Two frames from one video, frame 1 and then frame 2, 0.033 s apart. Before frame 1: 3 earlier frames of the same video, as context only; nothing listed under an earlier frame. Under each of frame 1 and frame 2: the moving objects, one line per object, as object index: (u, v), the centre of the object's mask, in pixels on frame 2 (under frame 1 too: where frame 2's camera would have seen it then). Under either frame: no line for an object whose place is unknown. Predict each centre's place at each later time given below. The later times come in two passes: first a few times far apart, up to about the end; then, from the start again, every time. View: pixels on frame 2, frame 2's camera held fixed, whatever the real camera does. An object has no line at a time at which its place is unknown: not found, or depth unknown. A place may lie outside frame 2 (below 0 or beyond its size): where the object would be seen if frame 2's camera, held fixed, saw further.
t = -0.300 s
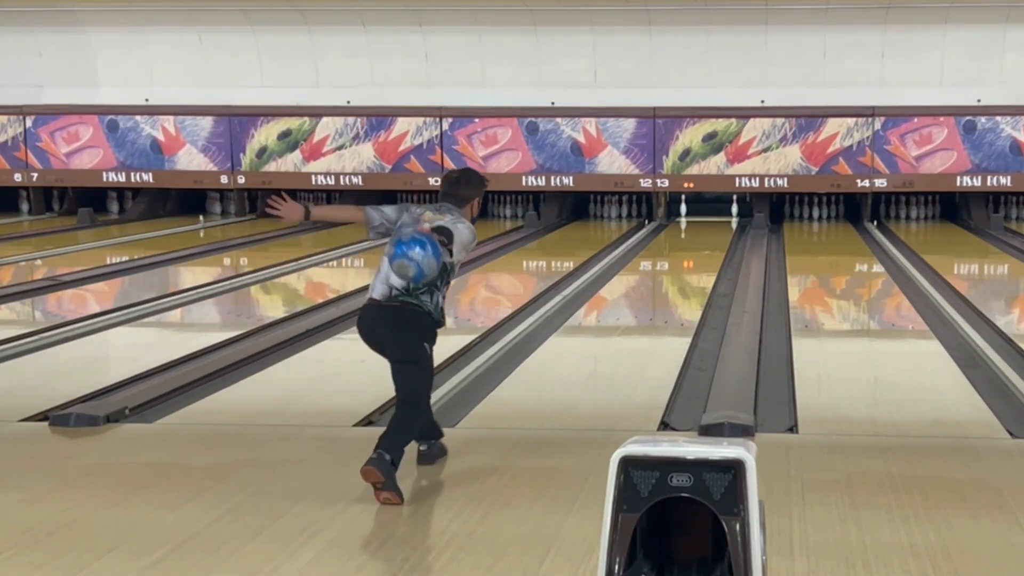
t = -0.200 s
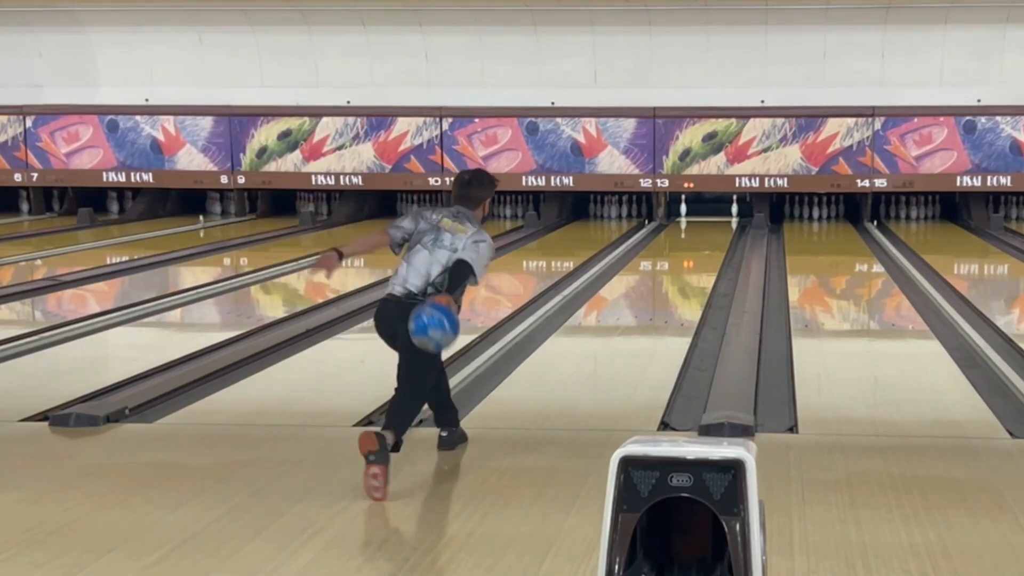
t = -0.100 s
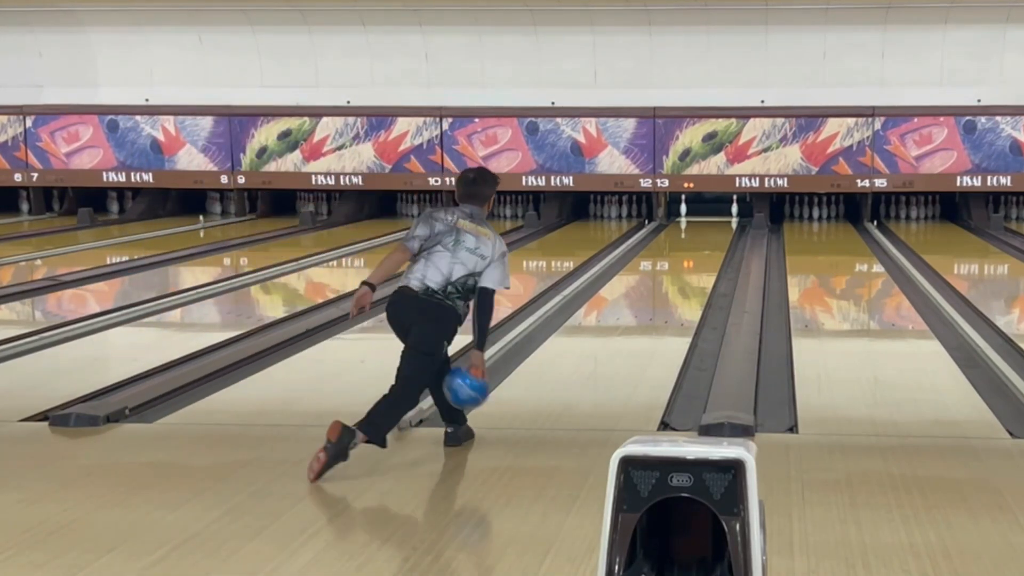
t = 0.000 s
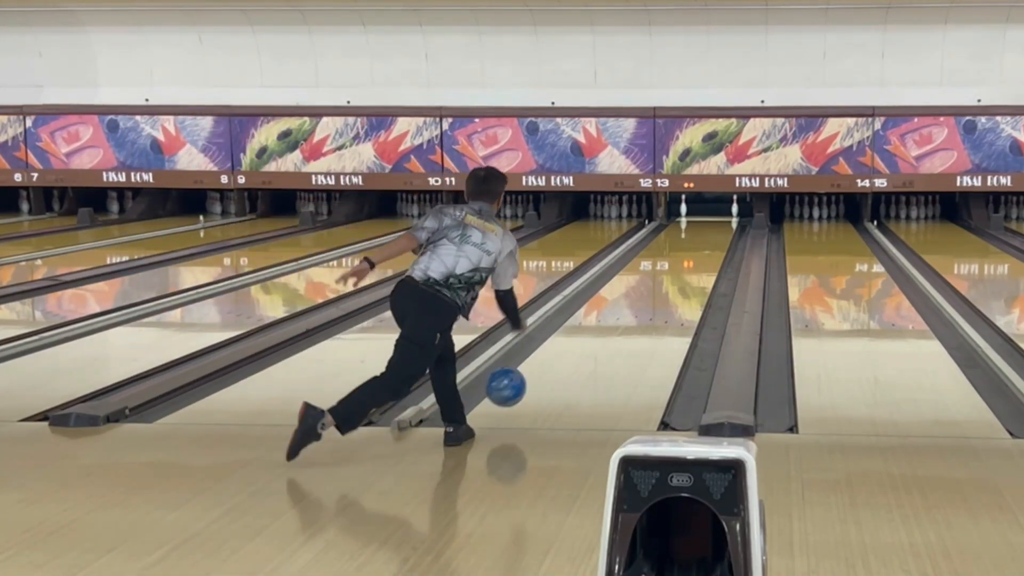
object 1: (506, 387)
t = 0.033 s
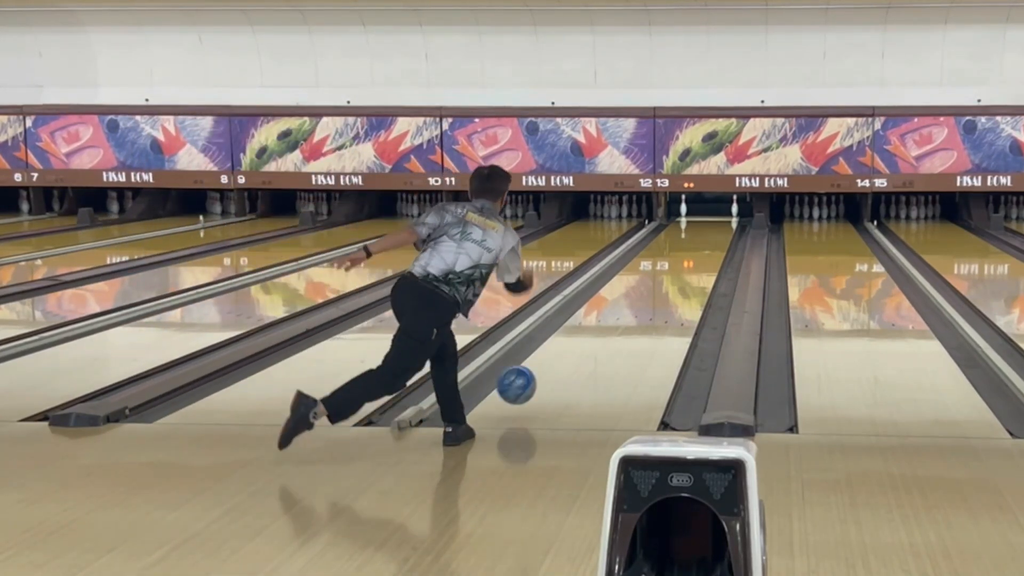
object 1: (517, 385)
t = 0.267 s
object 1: (576, 346)
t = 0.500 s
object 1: (617, 311)
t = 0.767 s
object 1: (650, 284)
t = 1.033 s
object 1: (674, 263)
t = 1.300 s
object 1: (692, 249)
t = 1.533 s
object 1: (704, 237)
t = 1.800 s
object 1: (715, 228)
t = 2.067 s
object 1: (724, 219)
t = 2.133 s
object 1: (726, 217)
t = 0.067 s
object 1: (527, 385)
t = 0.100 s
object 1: (536, 378)
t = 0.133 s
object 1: (545, 371)
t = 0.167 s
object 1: (554, 365)
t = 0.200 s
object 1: (562, 358)
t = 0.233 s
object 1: (569, 352)
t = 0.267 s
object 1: (576, 346)
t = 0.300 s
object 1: (583, 340)
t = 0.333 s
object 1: (590, 335)
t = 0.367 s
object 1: (595, 330)
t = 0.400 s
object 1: (602, 325)
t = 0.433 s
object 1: (607, 320)
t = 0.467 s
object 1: (612, 316)
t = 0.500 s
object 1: (617, 311)
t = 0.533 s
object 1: (622, 307)
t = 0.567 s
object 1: (626, 303)
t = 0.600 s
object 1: (631, 300)
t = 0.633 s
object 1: (635, 296)
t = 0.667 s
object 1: (639, 293)
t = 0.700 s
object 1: (643, 290)
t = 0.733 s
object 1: (647, 287)
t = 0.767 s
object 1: (650, 284)
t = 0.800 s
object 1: (653, 281)
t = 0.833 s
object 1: (657, 278)
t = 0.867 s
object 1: (660, 275)
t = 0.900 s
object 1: (663, 273)
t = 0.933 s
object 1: (666, 270)
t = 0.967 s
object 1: (668, 268)
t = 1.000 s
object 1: (672, 266)
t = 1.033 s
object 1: (674, 263)
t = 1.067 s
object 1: (677, 261)
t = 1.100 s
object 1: (679, 259)
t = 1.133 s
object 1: (682, 257)
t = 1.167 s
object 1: (684, 255)
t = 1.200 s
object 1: (685, 254)
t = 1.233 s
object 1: (687, 252)
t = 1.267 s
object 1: (689, 250)
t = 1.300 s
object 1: (692, 249)
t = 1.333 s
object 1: (694, 247)
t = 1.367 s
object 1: (695, 245)
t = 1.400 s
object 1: (698, 243)
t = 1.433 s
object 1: (699, 242)
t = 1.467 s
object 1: (701, 240)
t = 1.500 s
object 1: (702, 239)
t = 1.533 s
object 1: (704, 237)
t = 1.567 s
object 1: (706, 236)
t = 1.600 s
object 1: (707, 234)
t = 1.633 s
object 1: (709, 233)
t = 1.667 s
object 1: (711, 232)
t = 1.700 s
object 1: (712, 230)
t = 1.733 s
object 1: (713, 229)
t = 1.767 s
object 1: (715, 229)
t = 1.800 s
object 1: (715, 228)
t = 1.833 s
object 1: (717, 227)
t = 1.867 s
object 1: (718, 225)
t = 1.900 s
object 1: (719, 224)
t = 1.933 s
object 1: (720, 223)
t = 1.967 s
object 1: (722, 221)
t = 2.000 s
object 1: (723, 220)
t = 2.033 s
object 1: (723, 219)
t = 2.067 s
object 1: (724, 219)
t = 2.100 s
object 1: (725, 218)
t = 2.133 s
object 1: (726, 217)
